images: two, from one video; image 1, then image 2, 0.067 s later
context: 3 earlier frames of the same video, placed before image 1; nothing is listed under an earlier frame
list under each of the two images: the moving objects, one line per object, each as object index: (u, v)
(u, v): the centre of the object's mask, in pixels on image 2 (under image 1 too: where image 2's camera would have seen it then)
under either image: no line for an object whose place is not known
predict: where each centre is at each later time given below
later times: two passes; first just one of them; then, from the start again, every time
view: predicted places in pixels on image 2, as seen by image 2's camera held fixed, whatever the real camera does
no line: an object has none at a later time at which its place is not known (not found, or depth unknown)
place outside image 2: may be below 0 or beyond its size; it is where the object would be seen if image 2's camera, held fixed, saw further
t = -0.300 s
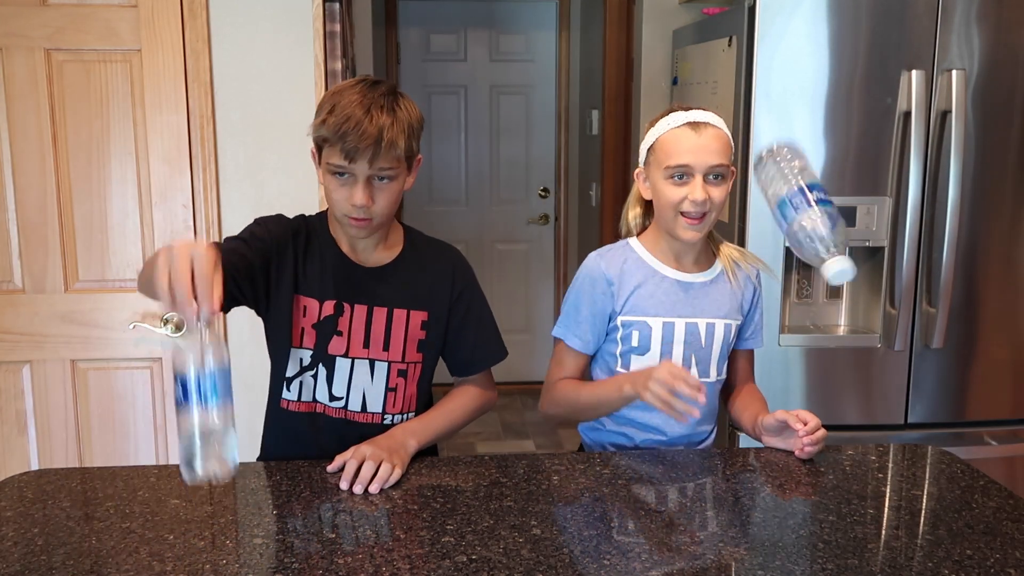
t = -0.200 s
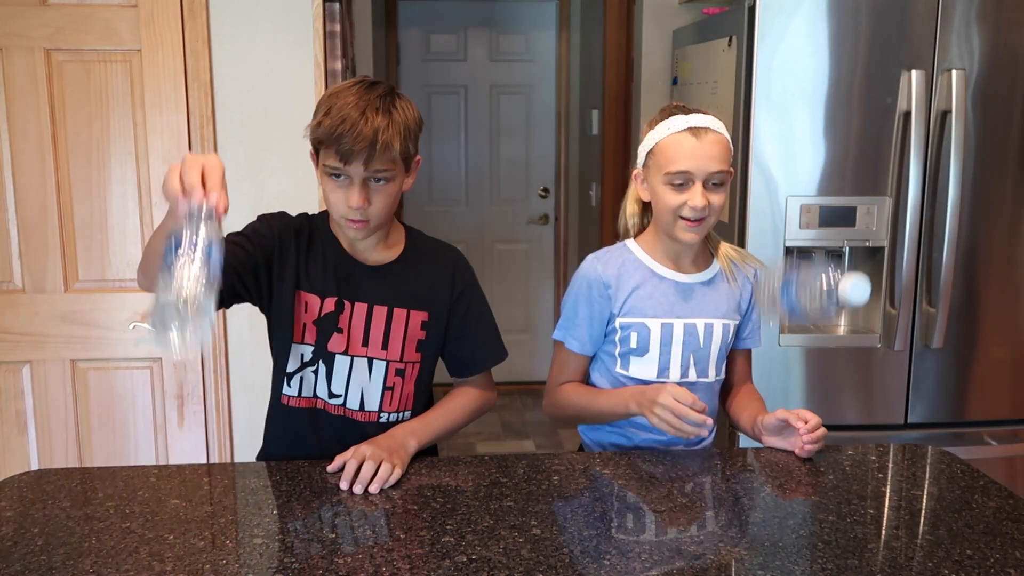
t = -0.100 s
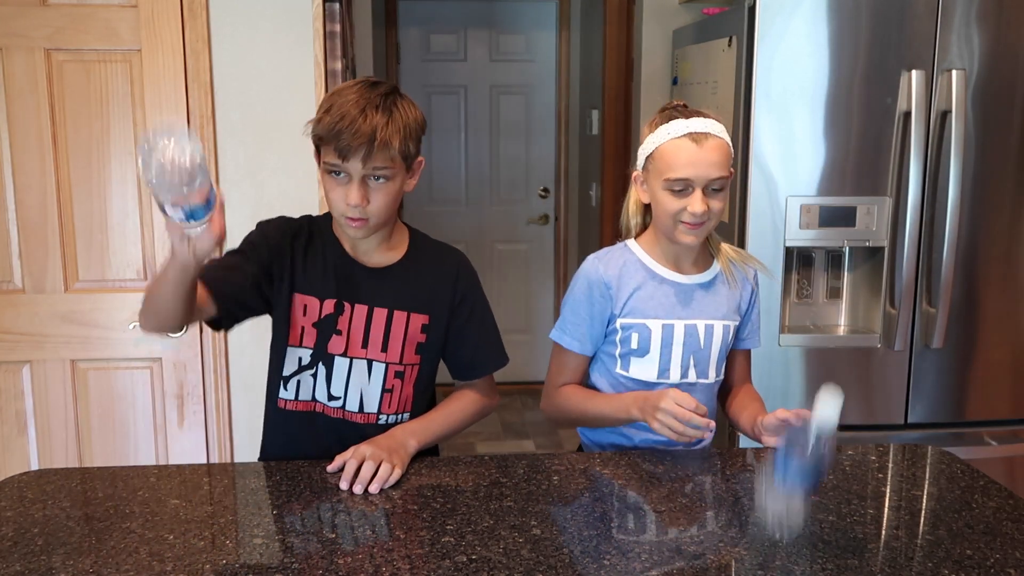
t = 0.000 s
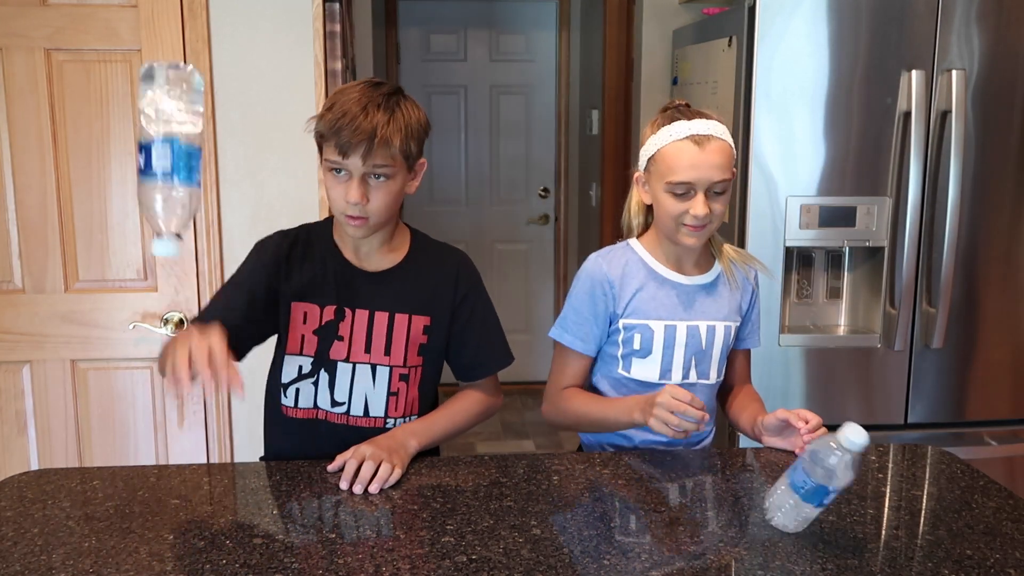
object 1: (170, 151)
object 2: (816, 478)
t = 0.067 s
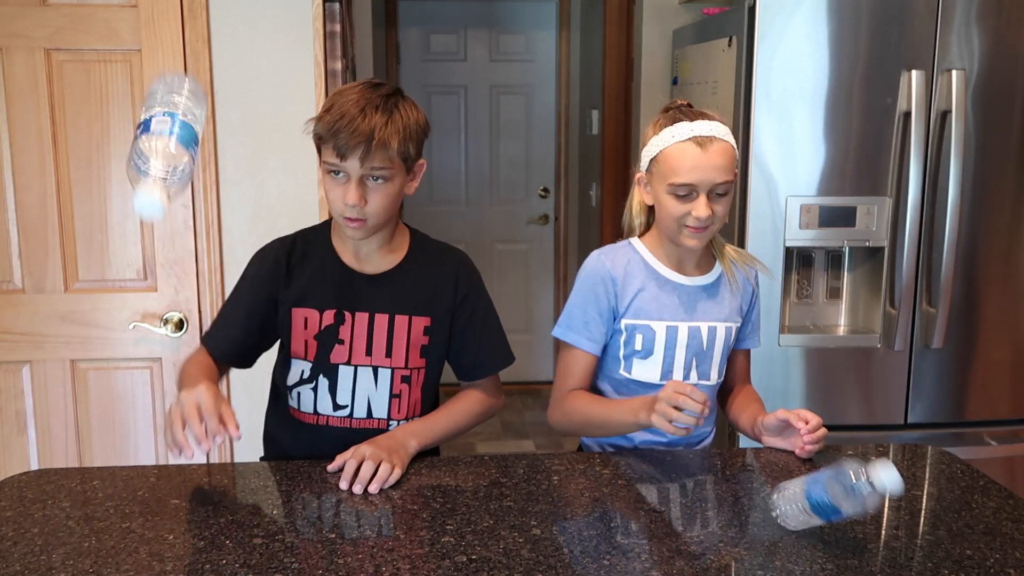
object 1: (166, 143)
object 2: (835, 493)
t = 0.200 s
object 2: (863, 527)
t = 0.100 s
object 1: (167, 147)
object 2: (846, 512)
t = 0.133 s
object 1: (168, 161)
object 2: (852, 529)
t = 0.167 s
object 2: (858, 526)
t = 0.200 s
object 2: (863, 527)
